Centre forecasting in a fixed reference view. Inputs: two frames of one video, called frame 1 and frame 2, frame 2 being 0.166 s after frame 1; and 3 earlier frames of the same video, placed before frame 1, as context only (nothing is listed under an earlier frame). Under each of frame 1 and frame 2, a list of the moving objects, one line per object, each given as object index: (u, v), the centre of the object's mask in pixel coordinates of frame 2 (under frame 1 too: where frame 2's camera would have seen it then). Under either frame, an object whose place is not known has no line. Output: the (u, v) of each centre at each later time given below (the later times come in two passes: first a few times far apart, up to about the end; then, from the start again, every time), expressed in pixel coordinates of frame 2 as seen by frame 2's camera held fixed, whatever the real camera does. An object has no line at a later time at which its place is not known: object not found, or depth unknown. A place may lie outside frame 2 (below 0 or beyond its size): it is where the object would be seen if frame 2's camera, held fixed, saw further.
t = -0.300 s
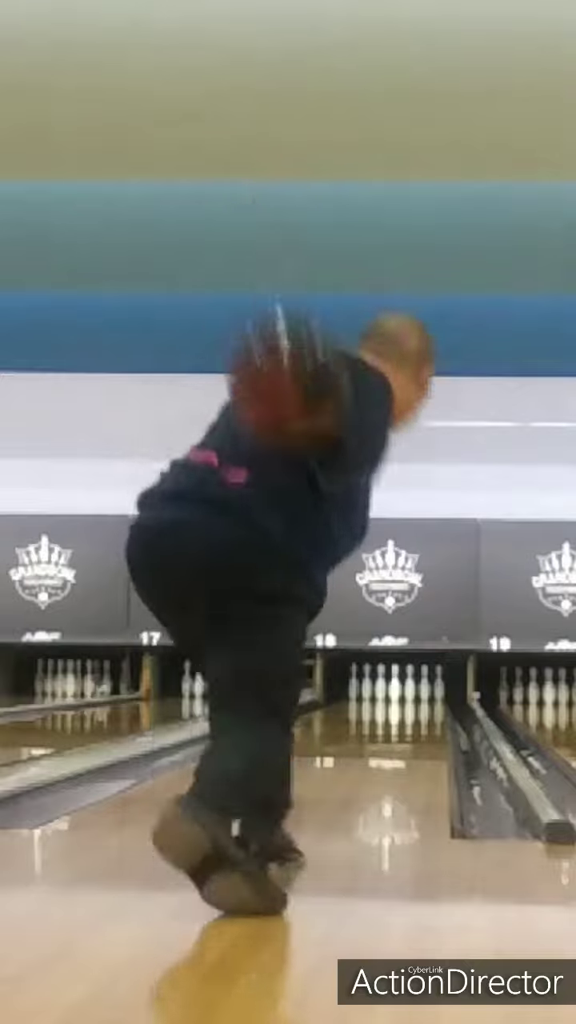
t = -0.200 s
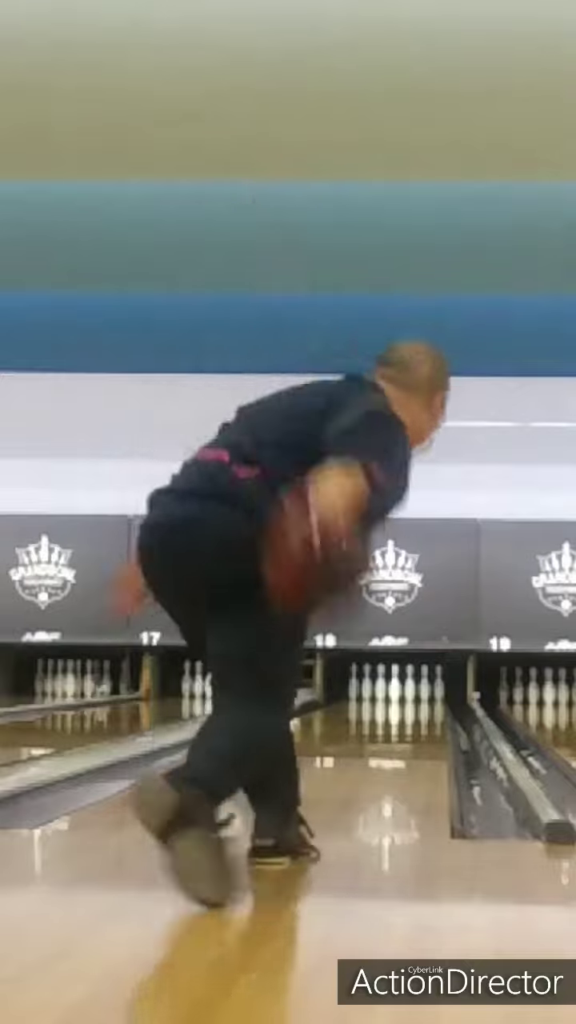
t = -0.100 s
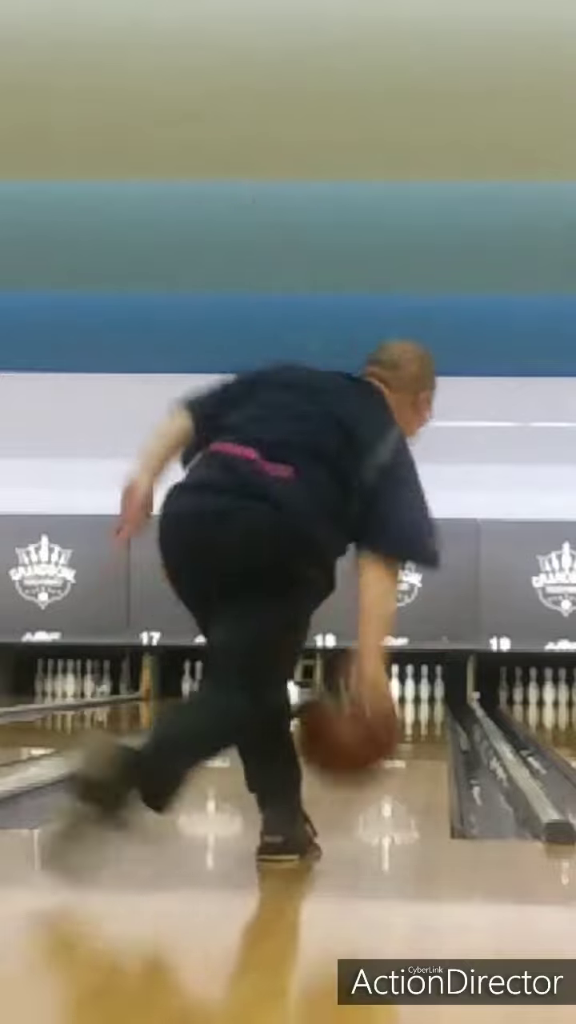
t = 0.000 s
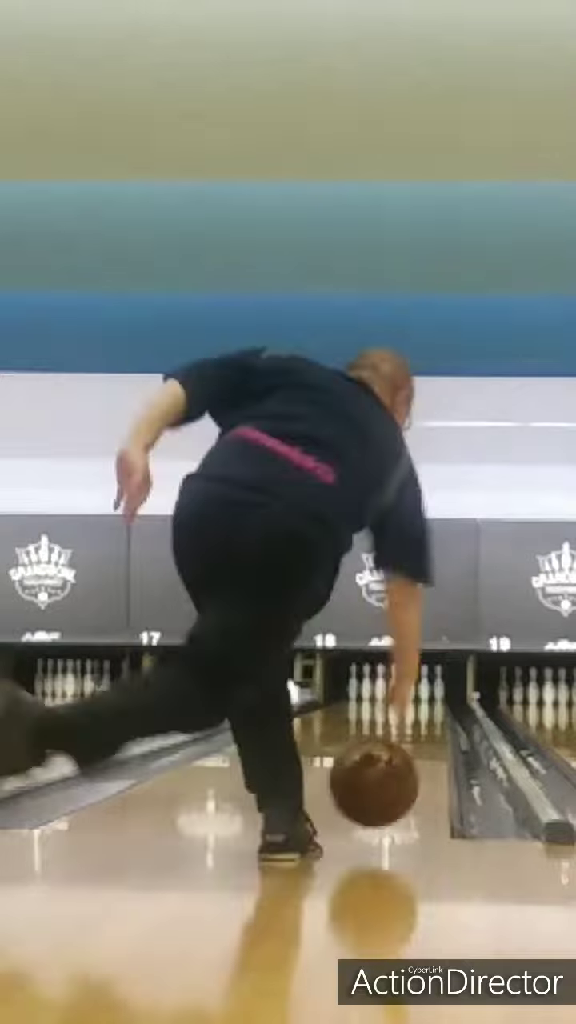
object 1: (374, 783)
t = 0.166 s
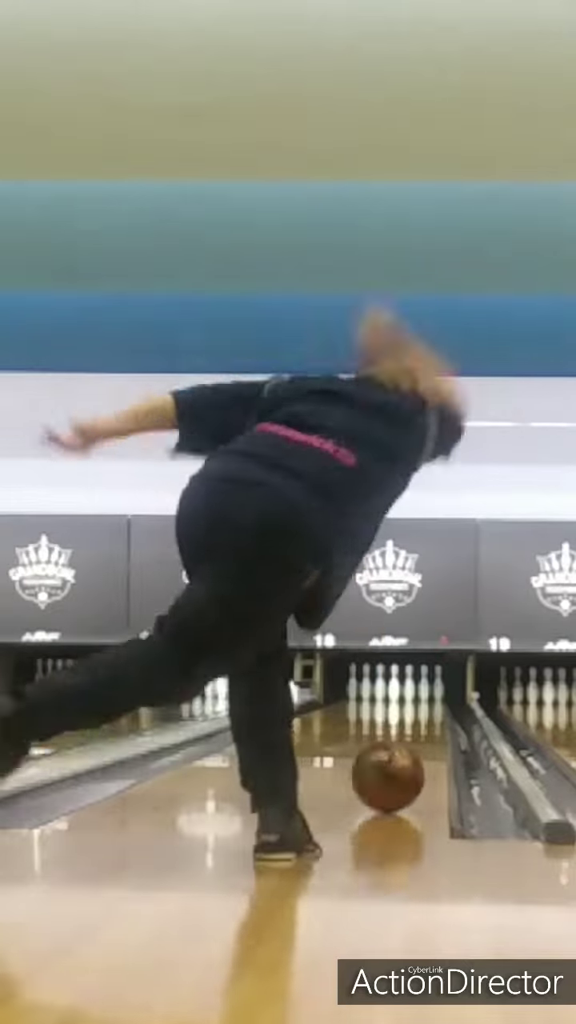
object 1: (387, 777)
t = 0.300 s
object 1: (395, 761)
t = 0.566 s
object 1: (405, 740)
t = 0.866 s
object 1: (413, 726)
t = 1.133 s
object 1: (415, 718)
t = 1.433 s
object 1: (416, 710)
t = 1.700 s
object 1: (416, 704)
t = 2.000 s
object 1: (415, 699)
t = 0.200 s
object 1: (390, 773)
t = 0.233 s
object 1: (392, 769)
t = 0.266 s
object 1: (394, 765)
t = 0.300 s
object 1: (395, 761)
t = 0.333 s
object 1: (396, 759)
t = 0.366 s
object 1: (398, 756)
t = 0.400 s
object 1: (400, 753)
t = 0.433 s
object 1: (401, 749)
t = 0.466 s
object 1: (403, 747)
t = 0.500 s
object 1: (403, 744)
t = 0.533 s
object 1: (405, 742)
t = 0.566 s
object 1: (405, 740)
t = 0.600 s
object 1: (406, 739)
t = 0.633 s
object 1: (407, 736)
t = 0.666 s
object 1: (408, 735)
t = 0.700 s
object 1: (409, 733)
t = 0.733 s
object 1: (408, 731)
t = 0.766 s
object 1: (409, 730)
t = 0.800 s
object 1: (410, 727)
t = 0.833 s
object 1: (411, 727)
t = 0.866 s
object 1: (413, 726)
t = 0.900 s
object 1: (413, 724)
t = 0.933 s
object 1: (413, 724)
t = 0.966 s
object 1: (414, 723)
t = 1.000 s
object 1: (414, 722)
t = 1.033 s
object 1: (414, 720)
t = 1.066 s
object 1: (415, 723)
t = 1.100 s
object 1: (415, 722)
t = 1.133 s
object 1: (415, 718)
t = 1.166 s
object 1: (415, 720)
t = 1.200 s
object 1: (415, 716)
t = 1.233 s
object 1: (415, 715)
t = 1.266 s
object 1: (416, 714)
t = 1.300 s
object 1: (416, 713)
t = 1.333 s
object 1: (416, 712)
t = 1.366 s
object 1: (416, 712)
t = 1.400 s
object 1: (416, 711)
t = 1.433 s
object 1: (416, 710)
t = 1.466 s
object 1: (416, 709)
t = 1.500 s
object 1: (416, 708)
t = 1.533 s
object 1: (416, 708)
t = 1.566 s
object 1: (416, 708)
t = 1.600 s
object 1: (416, 707)
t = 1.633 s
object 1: (416, 708)
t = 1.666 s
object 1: (416, 704)
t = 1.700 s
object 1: (416, 704)
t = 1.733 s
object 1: (416, 703)
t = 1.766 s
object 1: (416, 702)
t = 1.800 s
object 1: (416, 702)
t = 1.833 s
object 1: (416, 701)
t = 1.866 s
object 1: (416, 701)
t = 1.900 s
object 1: (416, 700)
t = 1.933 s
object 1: (415, 700)
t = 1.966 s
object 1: (416, 700)
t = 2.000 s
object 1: (415, 699)
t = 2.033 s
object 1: (415, 699)
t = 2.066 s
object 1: (414, 698)
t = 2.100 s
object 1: (414, 698)
